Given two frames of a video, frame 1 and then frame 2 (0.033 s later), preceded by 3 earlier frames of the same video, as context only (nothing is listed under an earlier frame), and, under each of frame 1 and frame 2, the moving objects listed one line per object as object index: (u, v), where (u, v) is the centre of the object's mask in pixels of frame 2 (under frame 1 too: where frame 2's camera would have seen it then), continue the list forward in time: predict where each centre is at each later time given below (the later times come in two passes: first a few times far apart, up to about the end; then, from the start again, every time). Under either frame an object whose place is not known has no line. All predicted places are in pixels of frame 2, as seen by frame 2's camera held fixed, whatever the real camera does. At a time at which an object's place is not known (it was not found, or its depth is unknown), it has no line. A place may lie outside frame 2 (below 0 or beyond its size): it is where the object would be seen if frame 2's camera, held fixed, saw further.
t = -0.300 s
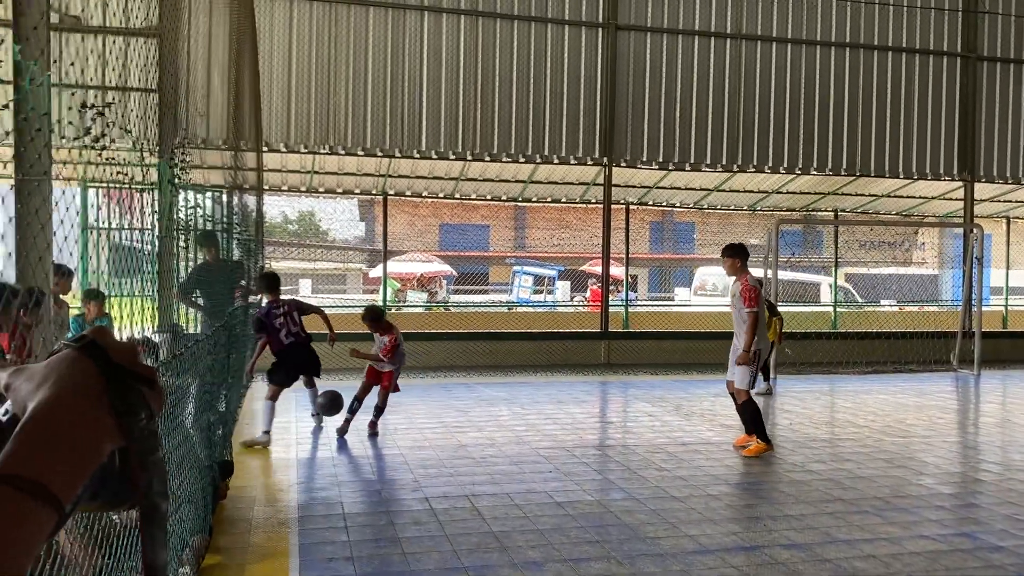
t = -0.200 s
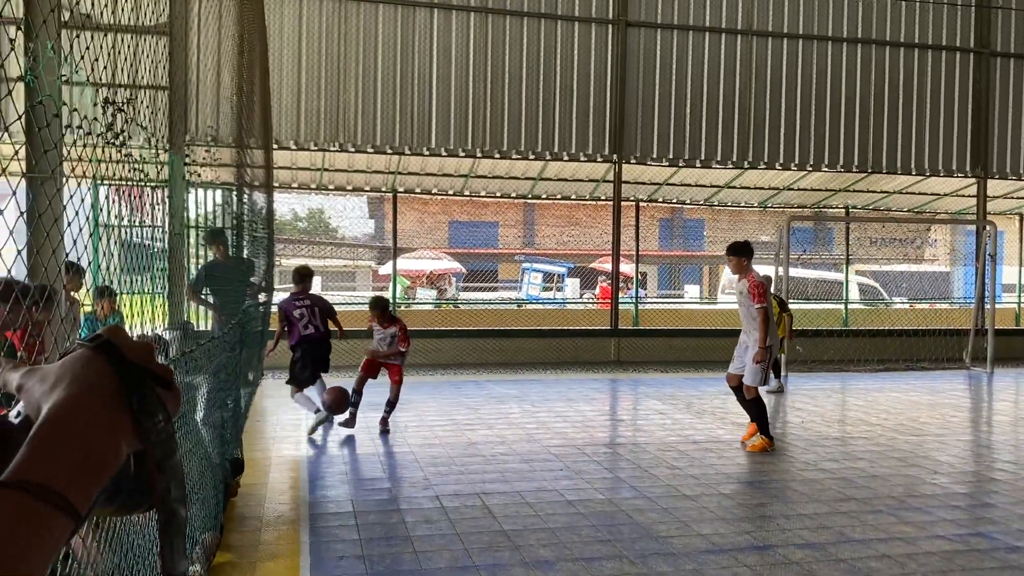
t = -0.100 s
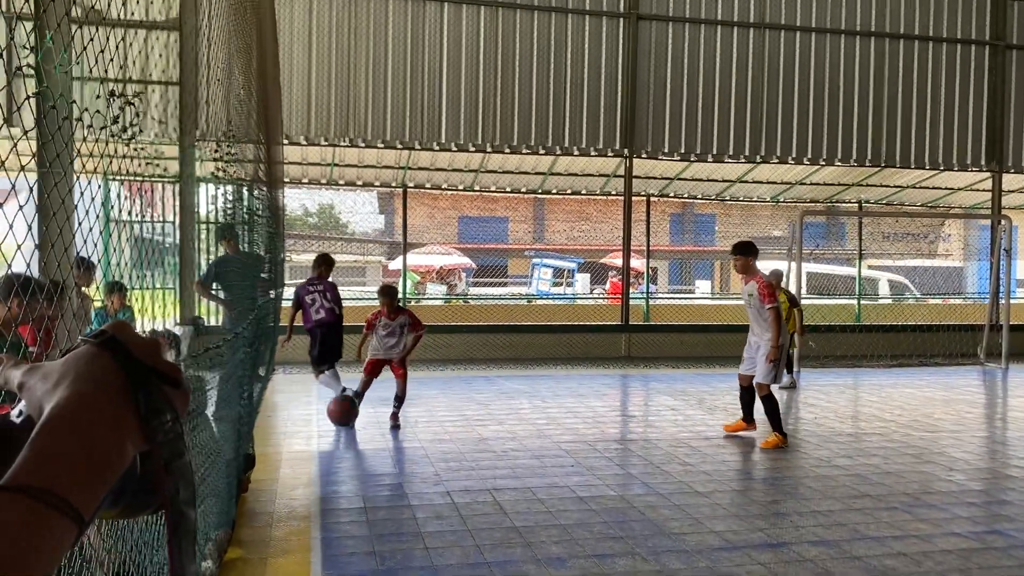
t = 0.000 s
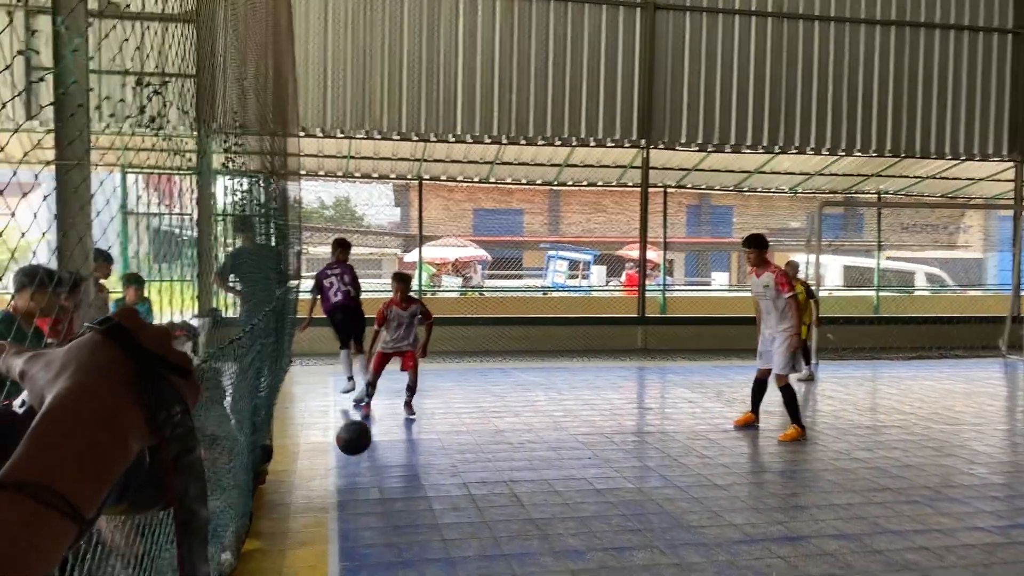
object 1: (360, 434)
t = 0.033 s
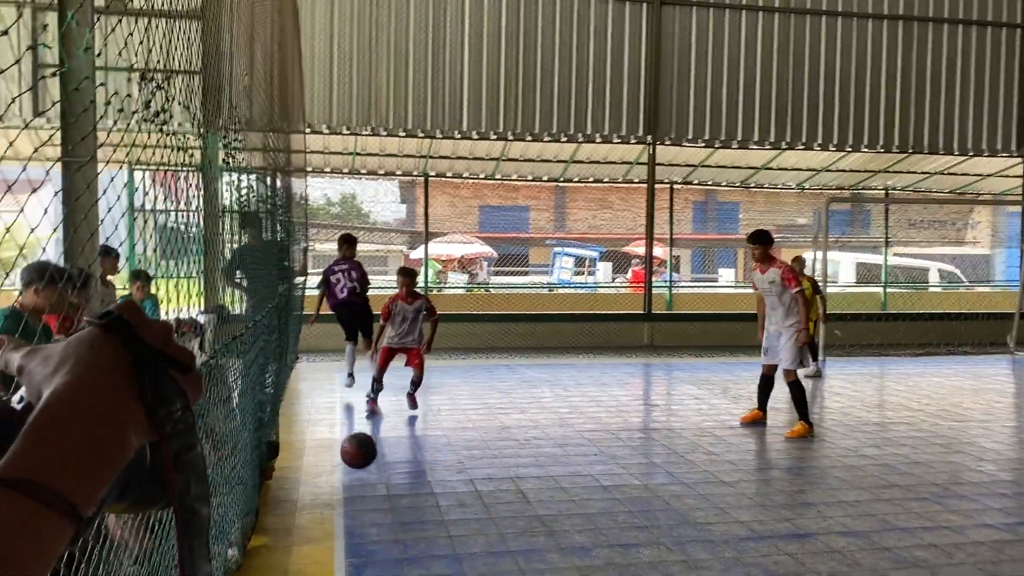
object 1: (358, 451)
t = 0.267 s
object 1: (355, 511)
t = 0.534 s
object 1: (361, 573)
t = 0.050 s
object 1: (358, 460)
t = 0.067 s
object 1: (356, 471)
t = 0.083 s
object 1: (355, 483)
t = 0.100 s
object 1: (354, 496)
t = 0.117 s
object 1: (352, 508)
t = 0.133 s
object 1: (352, 506)
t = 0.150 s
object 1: (353, 504)
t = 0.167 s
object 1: (353, 504)
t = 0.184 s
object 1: (354, 504)
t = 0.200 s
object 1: (354, 504)
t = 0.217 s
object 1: (354, 505)
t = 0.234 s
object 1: (355, 507)
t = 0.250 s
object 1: (355, 508)
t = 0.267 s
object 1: (355, 511)
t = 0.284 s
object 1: (356, 514)
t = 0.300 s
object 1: (356, 518)
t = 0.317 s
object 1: (356, 523)
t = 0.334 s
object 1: (356, 529)
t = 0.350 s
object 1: (356, 535)
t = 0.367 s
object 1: (356, 542)
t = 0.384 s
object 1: (357, 550)
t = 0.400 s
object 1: (357, 557)
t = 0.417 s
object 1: (358, 556)
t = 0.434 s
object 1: (359, 557)
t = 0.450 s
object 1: (359, 558)
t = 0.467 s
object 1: (360, 559)
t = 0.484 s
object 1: (360, 562)
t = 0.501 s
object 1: (361, 565)
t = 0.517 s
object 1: (361, 569)
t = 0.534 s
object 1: (361, 573)
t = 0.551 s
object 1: (362, 579)
